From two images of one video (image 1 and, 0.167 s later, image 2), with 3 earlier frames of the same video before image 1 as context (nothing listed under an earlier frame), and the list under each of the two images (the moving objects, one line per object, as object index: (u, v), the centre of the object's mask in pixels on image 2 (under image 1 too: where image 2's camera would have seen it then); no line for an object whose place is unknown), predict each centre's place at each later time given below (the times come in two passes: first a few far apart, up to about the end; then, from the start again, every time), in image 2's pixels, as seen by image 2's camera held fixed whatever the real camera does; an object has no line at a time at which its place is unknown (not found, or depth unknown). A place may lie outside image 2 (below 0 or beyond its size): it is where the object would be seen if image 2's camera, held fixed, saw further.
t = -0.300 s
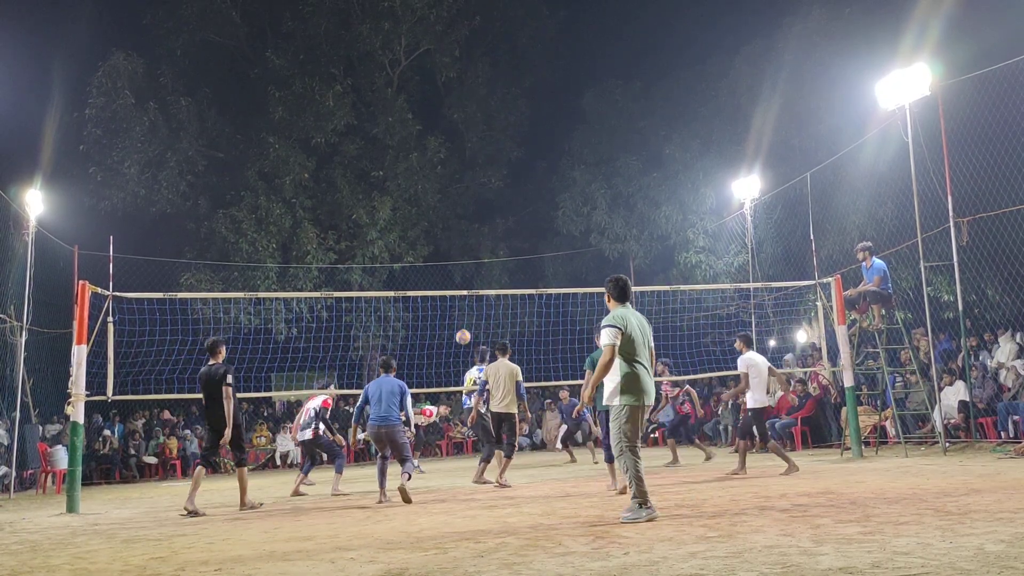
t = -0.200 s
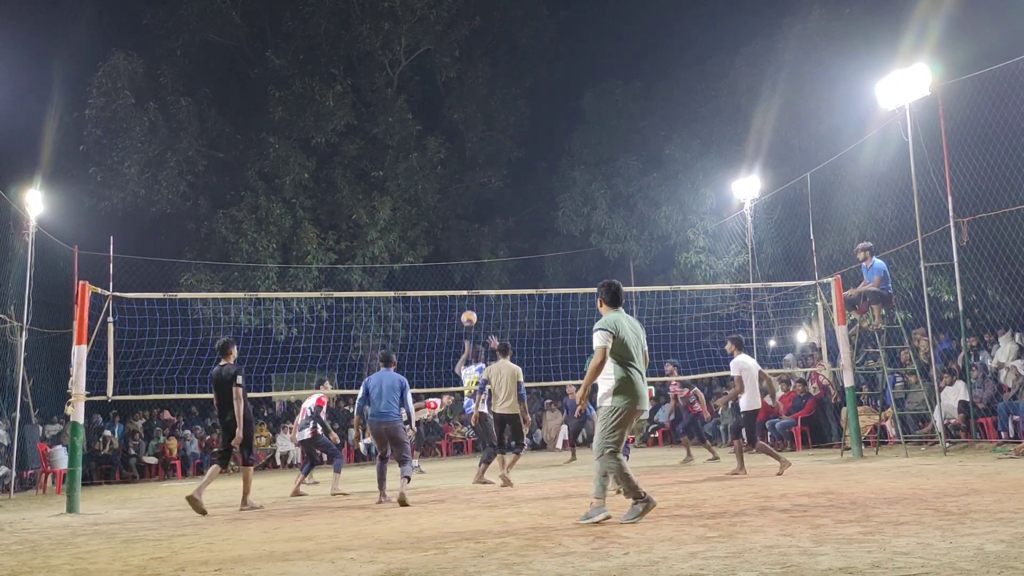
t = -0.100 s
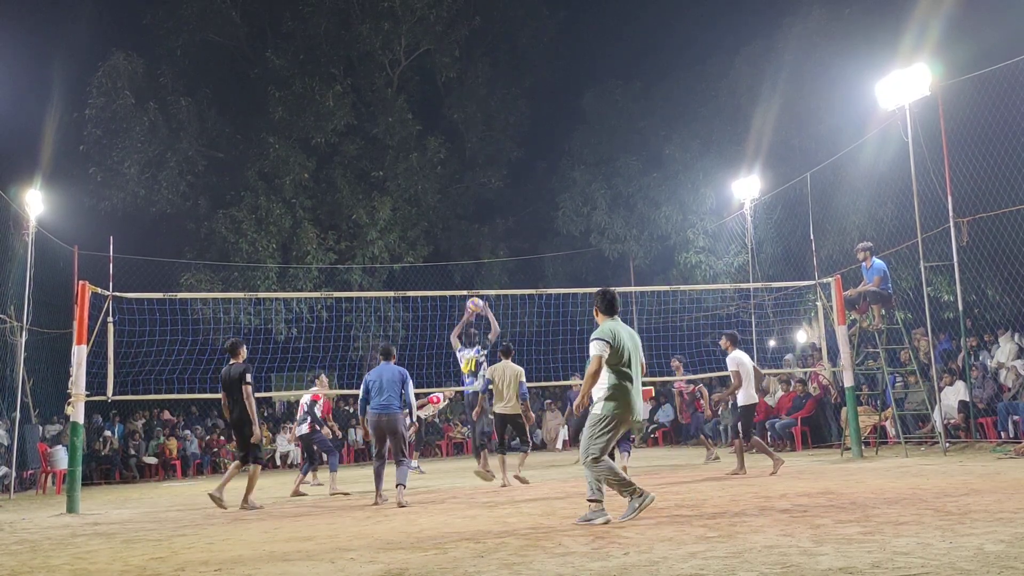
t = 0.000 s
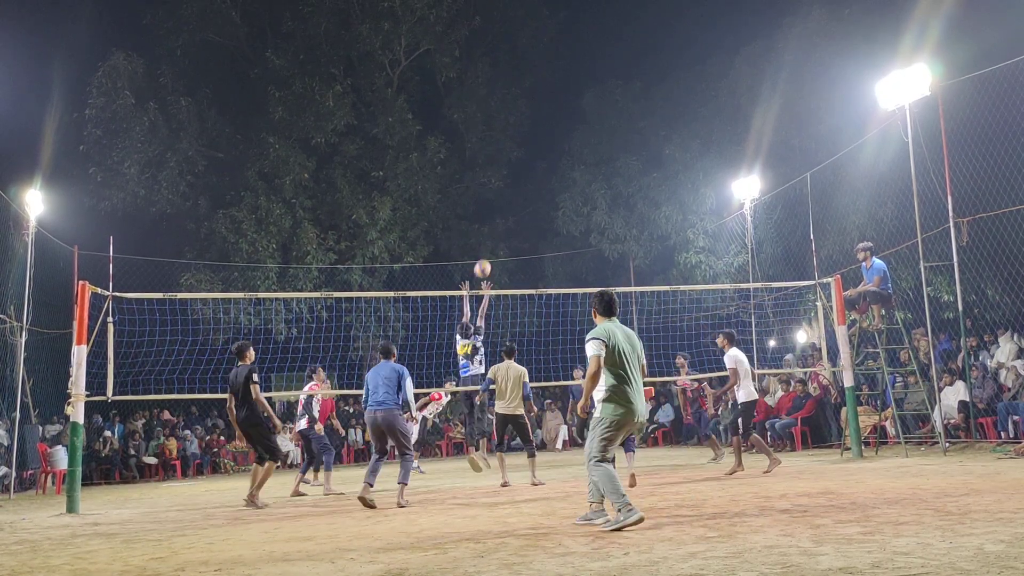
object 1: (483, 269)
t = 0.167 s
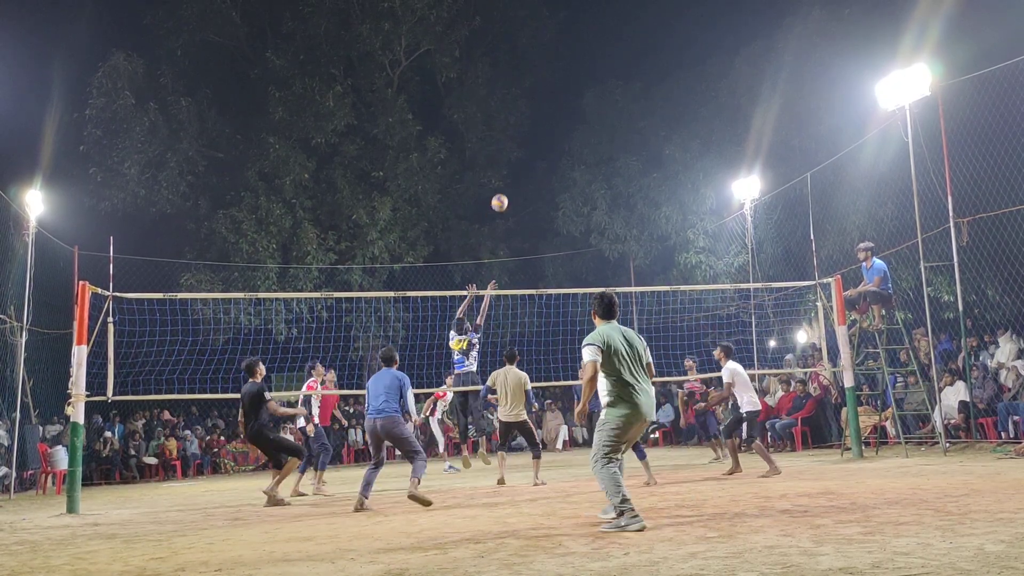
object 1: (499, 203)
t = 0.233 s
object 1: (506, 182)
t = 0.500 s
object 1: (535, 132)
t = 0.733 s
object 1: (562, 130)
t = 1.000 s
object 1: (596, 172)
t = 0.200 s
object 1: (503, 192)
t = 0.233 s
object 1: (506, 182)
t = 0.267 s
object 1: (510, 173)
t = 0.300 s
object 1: (513, 165)
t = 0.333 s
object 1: (517, 157)
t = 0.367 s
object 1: (520, 151)
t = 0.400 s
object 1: (524, 145)
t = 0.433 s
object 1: (528, 140)
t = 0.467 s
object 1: (531, 135)
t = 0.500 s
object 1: (535, 132)
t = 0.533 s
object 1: (539, 129)
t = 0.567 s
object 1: (543, 127)
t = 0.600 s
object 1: (547, 126)
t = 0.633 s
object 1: (551, 126)
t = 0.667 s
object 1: (554, 126)
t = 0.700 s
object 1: (558, 128)
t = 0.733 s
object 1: (562, 130)
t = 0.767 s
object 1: (566, 132)
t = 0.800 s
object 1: (570, 136)
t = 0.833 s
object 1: (574, 140)
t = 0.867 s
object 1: (579, 145)
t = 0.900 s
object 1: (583, 150)
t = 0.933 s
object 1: (587, 157)
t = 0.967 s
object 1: (591, 164)
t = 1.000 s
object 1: (596, 172)
